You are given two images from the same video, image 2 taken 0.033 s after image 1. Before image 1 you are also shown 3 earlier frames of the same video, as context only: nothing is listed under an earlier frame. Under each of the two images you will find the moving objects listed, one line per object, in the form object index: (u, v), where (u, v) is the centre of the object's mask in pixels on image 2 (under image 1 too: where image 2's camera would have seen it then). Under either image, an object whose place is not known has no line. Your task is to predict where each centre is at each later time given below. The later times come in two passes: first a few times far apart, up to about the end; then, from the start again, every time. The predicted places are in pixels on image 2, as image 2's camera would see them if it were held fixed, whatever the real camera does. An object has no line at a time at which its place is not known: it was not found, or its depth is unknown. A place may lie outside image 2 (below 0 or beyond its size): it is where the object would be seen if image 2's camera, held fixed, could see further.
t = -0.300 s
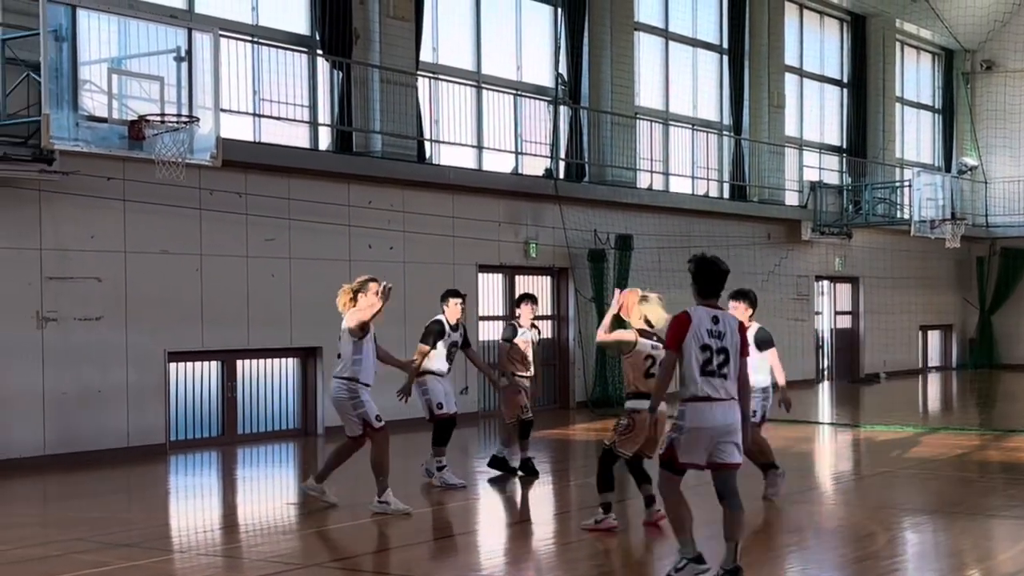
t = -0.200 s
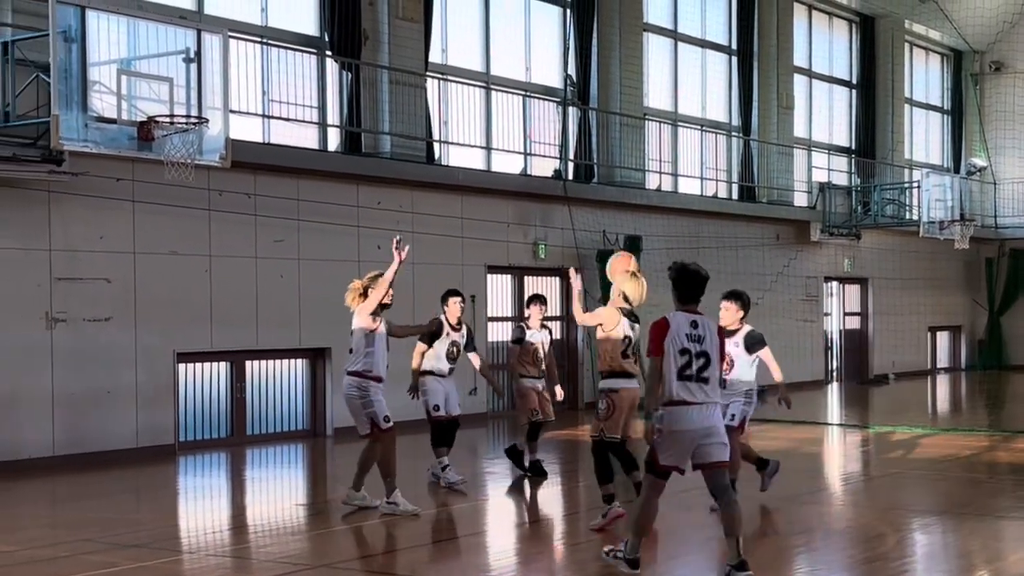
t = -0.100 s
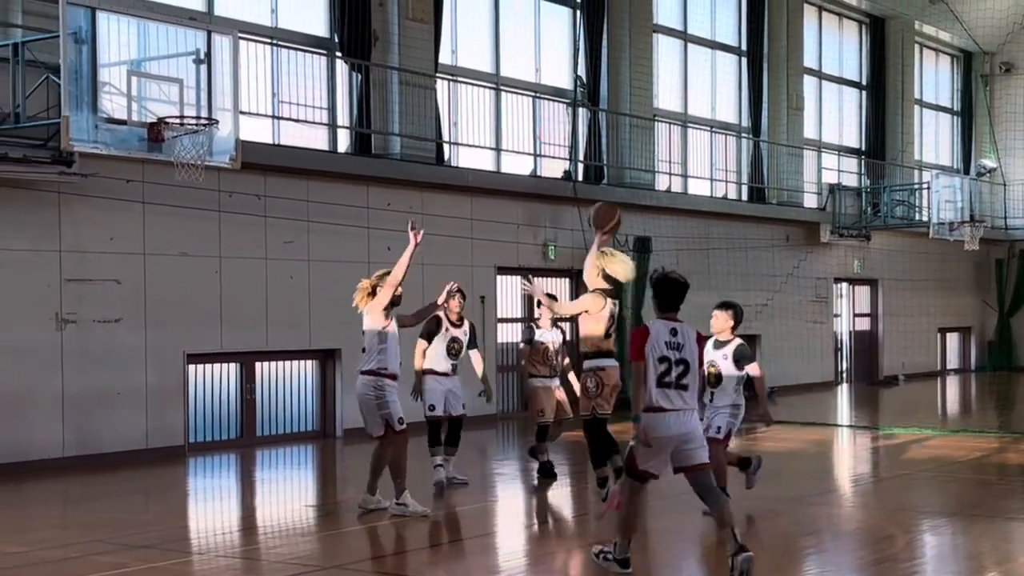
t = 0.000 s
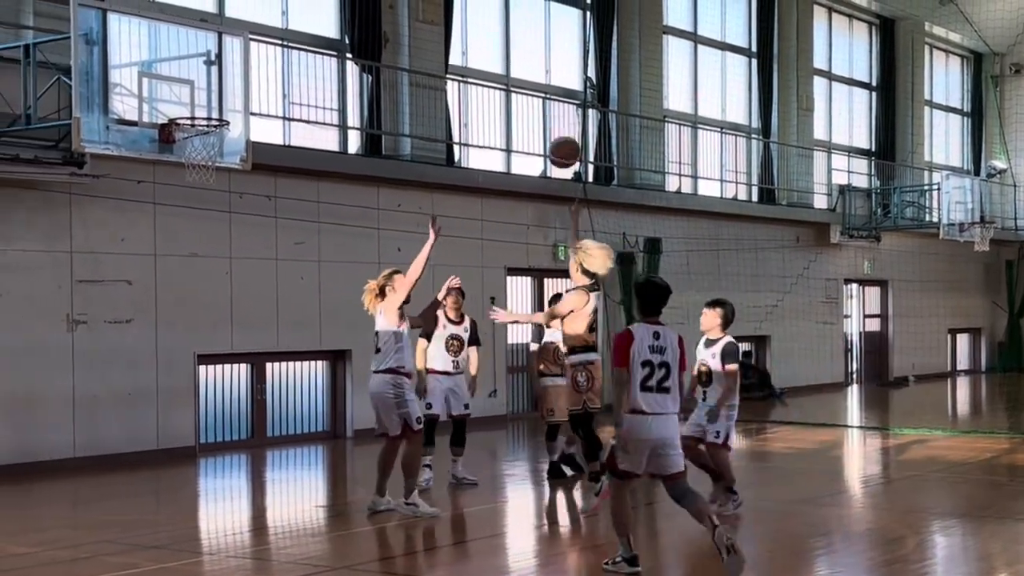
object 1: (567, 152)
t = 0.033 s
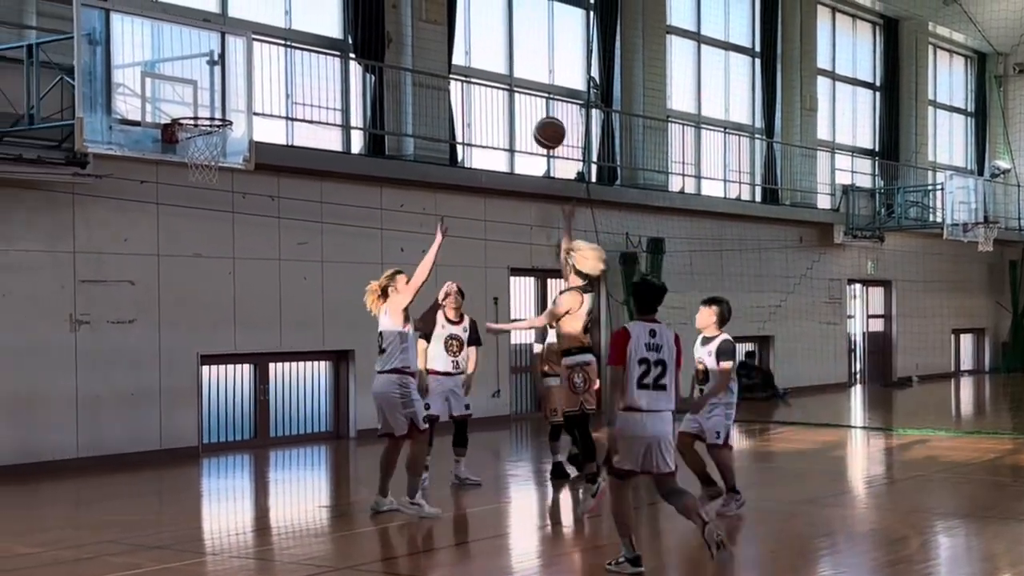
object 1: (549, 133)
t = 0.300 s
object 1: (416, 38)
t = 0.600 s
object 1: (285, 44)
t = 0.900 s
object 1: (208, 128)
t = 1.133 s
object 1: (208, 215)
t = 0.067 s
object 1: (531, 115)
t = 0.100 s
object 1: (514, 100)
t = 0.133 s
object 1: (497, 86)
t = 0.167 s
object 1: (481, 73)
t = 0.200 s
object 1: (464, 62)
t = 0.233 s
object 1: (447, 53)
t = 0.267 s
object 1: (432, 44)
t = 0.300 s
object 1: (416, 38)
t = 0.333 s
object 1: (400, 32)
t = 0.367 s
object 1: (384, 29)
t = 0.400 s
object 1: (370, 27)
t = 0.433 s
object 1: (357, 27)
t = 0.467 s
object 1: (341, 27)
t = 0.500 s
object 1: (327, 30)
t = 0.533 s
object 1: (313, 33)
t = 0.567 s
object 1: (298, 38)
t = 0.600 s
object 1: (285, 44)
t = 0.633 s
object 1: (271, 51)
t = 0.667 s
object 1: (257, 60)
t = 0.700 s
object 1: (244, 70)
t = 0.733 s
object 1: (231, 81)
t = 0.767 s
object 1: (218, 93)
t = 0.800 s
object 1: (205, 106)
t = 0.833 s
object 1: (193, 120)
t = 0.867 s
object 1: (200, 123)
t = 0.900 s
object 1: (208, 128)
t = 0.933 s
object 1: (208, 139)
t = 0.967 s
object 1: (208, 151)
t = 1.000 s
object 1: (208, 163)
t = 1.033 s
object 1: (208, 175)
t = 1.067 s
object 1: (208, 187)
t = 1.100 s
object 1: (208, 201)
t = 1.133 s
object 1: (208, 215)
